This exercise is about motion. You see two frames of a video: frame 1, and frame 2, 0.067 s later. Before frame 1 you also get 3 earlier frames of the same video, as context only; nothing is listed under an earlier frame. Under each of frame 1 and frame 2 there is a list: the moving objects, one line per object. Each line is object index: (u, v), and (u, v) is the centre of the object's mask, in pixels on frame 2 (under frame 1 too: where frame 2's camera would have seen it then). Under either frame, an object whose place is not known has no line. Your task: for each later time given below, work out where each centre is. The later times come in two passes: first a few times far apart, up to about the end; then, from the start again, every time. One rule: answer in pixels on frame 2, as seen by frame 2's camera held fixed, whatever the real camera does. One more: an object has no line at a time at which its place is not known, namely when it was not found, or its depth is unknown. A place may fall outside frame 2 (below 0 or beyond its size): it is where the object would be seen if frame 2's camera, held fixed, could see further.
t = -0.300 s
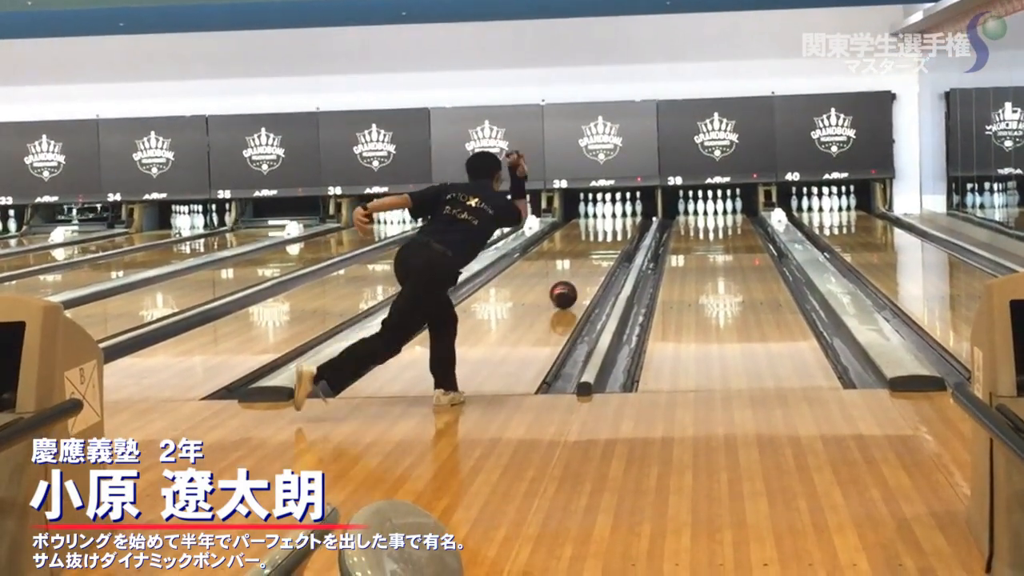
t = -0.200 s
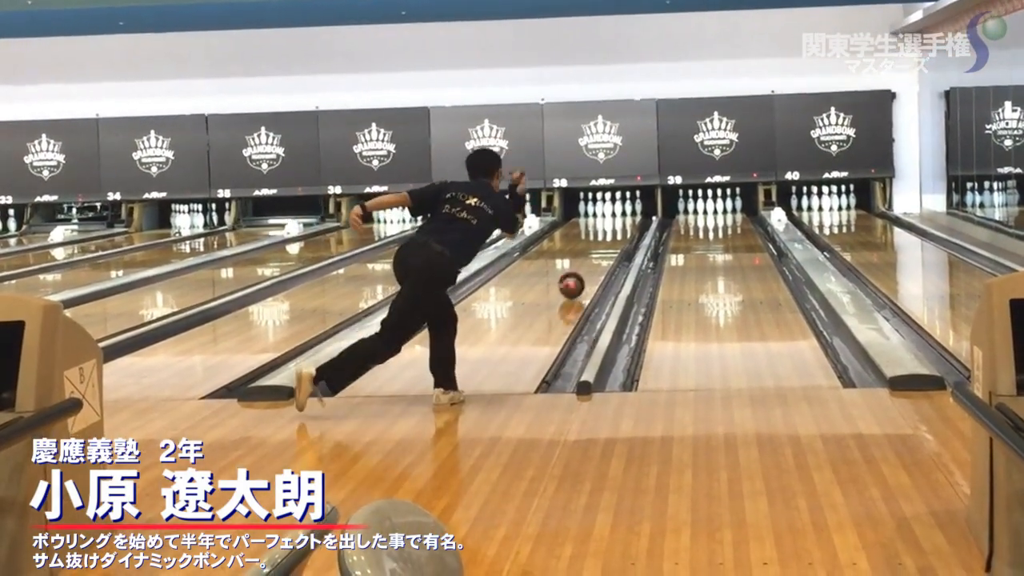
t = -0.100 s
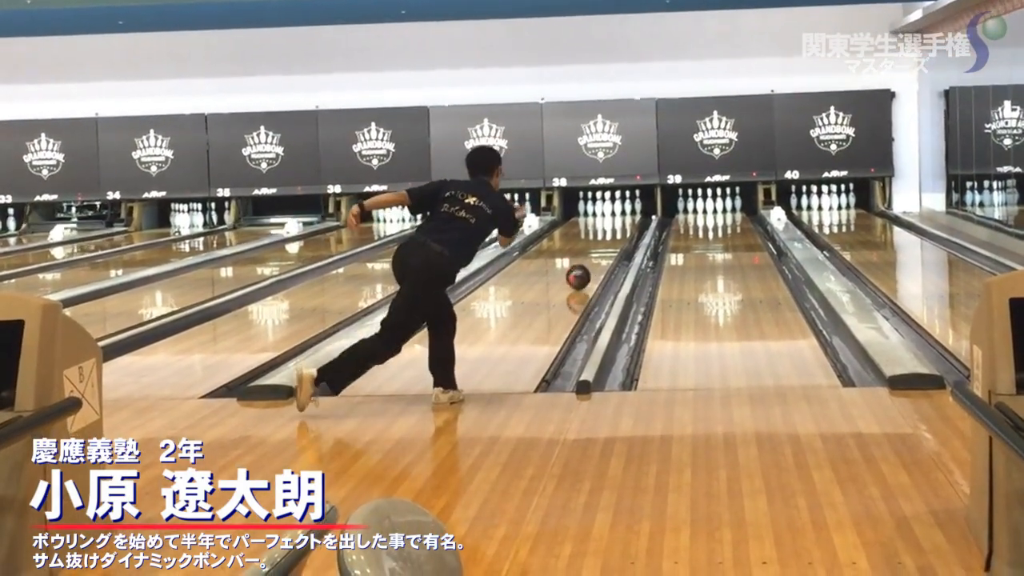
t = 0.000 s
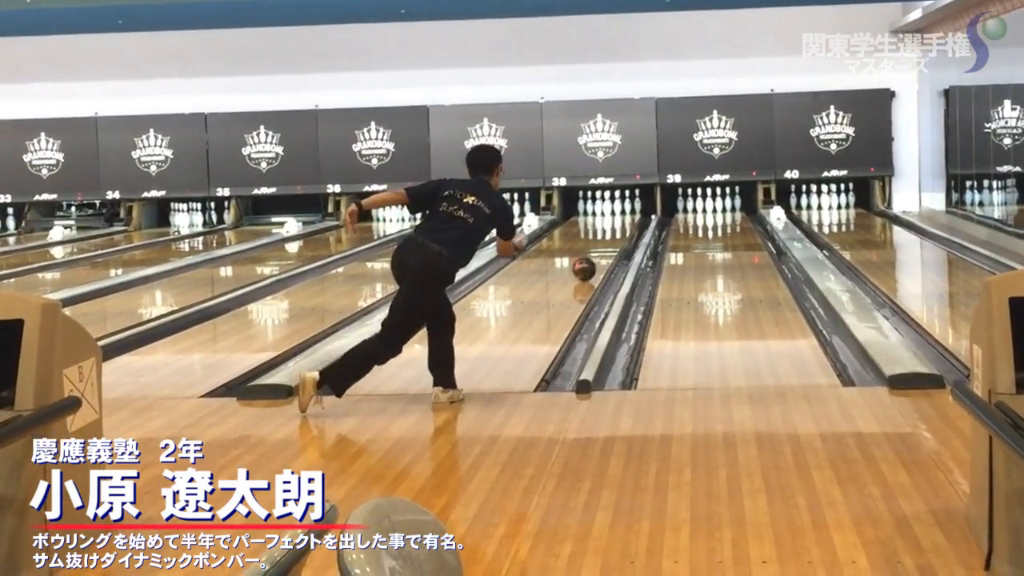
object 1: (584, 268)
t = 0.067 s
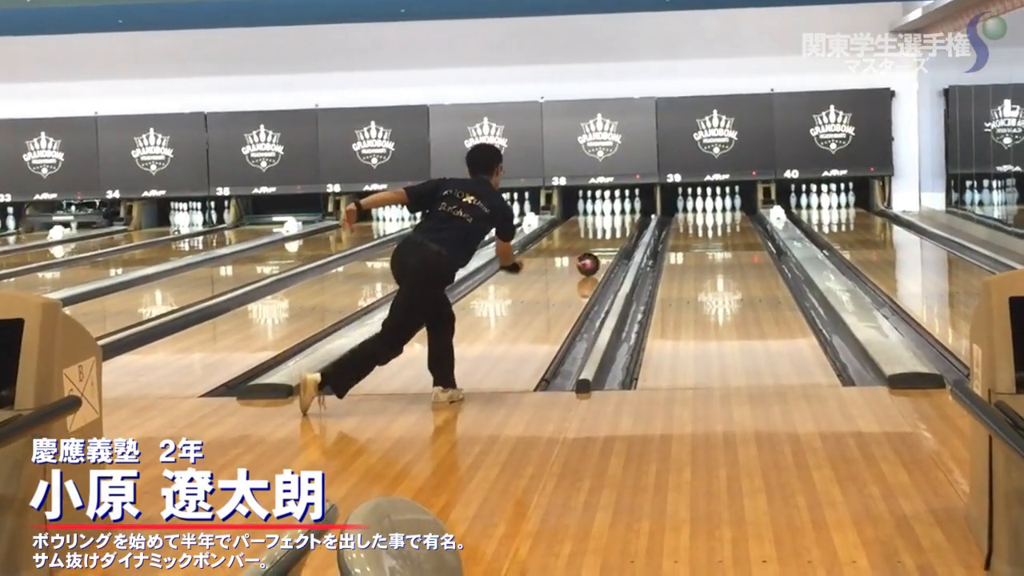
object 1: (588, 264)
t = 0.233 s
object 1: (596, 255)
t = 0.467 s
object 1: (605, 243)
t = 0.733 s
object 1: (613, 233)
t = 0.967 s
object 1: (618, 225)
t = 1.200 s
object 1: (619, 220)
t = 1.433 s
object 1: (617, 214)
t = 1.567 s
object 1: (615, 211)
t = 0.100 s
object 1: (590, 262)
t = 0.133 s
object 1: (591, 260)
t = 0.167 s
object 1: (593, 258)
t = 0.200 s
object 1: (595, 257)
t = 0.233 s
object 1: (596, 255)
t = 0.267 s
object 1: (598, 253)
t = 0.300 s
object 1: (599, 251)
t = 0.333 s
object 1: (601, 249)
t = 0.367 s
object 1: (602, 248)
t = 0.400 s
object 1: (604, 246)
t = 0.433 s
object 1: (604, 245)
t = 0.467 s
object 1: (605, 243)
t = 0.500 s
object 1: (607, 242)
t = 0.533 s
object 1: (608, 240)
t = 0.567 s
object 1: (609, 239)
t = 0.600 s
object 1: (610, 237)
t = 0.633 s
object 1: (611, 237)
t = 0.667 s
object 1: (612, 235)
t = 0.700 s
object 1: (613, 234)
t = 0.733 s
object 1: (613, 233)
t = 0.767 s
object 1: (614, 232)
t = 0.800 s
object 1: (615, 231)
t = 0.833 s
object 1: (616, 230)
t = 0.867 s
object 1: (617, 228)
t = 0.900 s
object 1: (617, 228)
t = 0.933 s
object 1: (618, 226)
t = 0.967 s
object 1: (618, 225)
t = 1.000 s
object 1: (618, 224)
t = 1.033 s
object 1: (618, 224)
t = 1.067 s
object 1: (619, 223)
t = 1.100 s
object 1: (619, 222)
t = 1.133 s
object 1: (619, 221)
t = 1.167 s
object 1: (619, 221)
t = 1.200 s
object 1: (619, 220)
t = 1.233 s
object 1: (619, 219)
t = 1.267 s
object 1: (619, 218)
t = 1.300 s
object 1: (619, 217)
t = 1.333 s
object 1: (618, 217)
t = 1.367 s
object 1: (618, 216)
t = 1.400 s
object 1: (618, 216)
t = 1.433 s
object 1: (617, 214)
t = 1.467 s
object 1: (617, 214)
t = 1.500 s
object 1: (616, 213)
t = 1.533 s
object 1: (616, 212)
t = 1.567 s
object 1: (615, 211)
